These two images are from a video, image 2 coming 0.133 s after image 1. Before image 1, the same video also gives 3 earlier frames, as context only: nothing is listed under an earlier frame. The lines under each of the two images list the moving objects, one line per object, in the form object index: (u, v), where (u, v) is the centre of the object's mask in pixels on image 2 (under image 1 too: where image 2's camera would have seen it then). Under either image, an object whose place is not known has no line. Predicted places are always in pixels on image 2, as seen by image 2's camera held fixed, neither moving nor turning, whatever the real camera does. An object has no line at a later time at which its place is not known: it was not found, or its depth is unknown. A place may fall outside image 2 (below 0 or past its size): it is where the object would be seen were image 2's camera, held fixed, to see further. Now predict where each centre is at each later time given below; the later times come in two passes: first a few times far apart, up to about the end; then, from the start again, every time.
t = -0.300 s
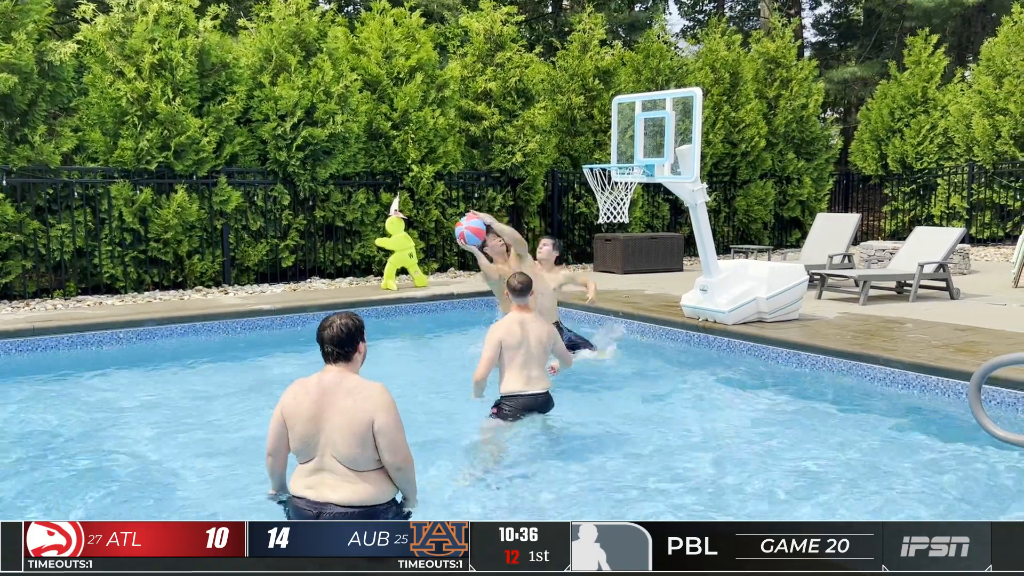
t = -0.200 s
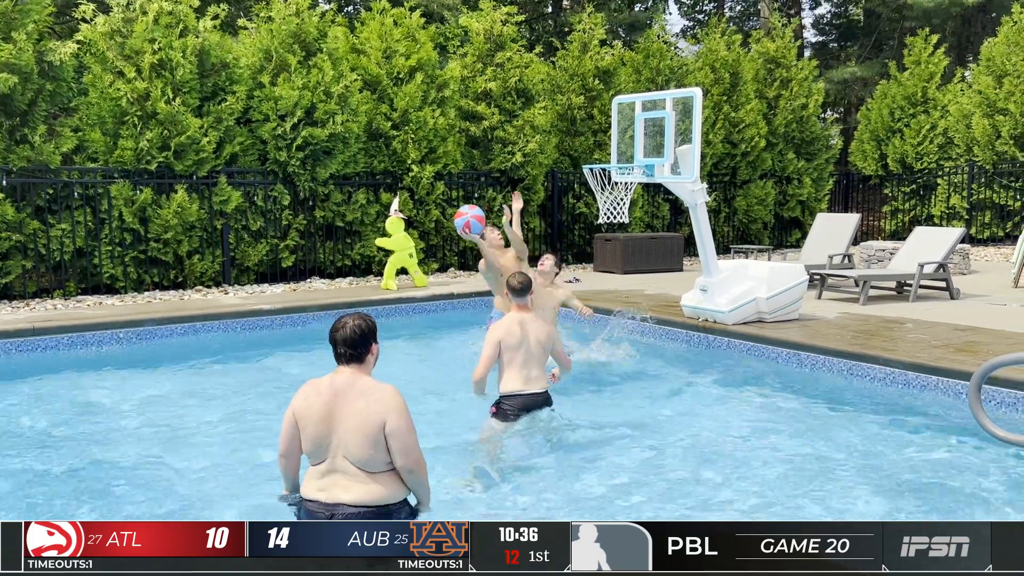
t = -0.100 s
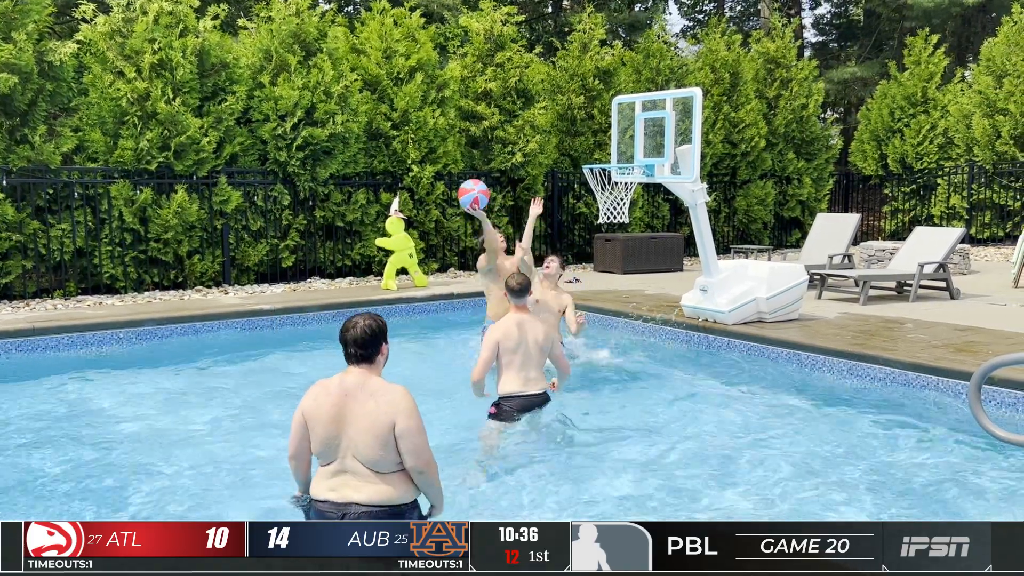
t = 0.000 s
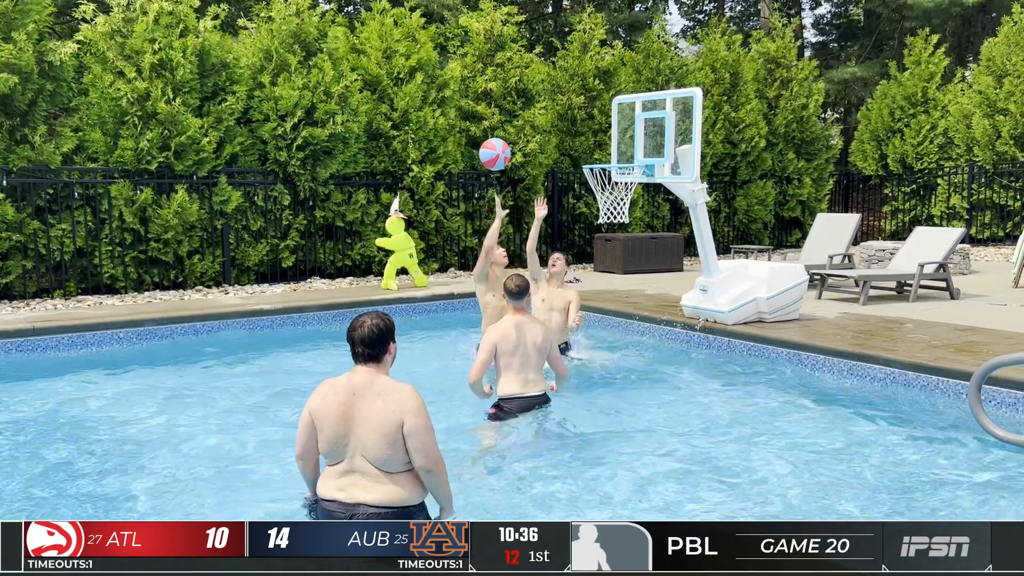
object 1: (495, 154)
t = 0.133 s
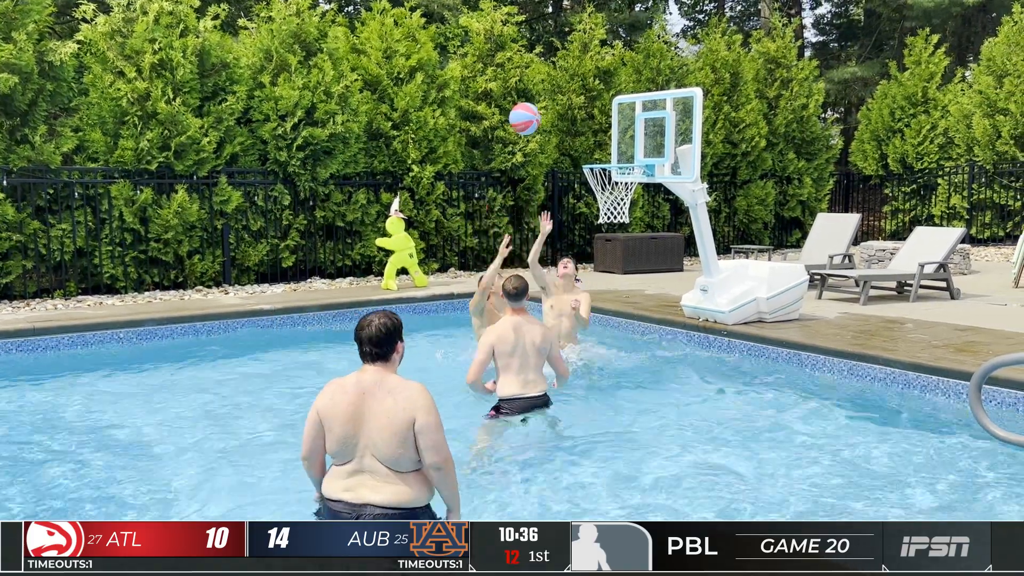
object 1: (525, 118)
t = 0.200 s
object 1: (539, 110)
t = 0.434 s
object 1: (589, 125)
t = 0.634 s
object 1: (629, 189)
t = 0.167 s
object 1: (532, 113)
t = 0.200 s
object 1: (539, 110)
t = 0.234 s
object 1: (546, 107)
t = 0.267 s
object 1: (554, 107)
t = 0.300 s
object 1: (561, 108)
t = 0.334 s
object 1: (568, 110)
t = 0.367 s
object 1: (575, 113)
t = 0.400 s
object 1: (582, 118)
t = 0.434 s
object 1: (589, 125)
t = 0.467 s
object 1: (596, 133)
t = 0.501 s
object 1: (602, 142)
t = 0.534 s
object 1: (609, 151)
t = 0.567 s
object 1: (615, 164)
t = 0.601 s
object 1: (622, 177)
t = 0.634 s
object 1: (629, 189)
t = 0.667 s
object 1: (631, 199)
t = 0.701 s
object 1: (633, 205)
